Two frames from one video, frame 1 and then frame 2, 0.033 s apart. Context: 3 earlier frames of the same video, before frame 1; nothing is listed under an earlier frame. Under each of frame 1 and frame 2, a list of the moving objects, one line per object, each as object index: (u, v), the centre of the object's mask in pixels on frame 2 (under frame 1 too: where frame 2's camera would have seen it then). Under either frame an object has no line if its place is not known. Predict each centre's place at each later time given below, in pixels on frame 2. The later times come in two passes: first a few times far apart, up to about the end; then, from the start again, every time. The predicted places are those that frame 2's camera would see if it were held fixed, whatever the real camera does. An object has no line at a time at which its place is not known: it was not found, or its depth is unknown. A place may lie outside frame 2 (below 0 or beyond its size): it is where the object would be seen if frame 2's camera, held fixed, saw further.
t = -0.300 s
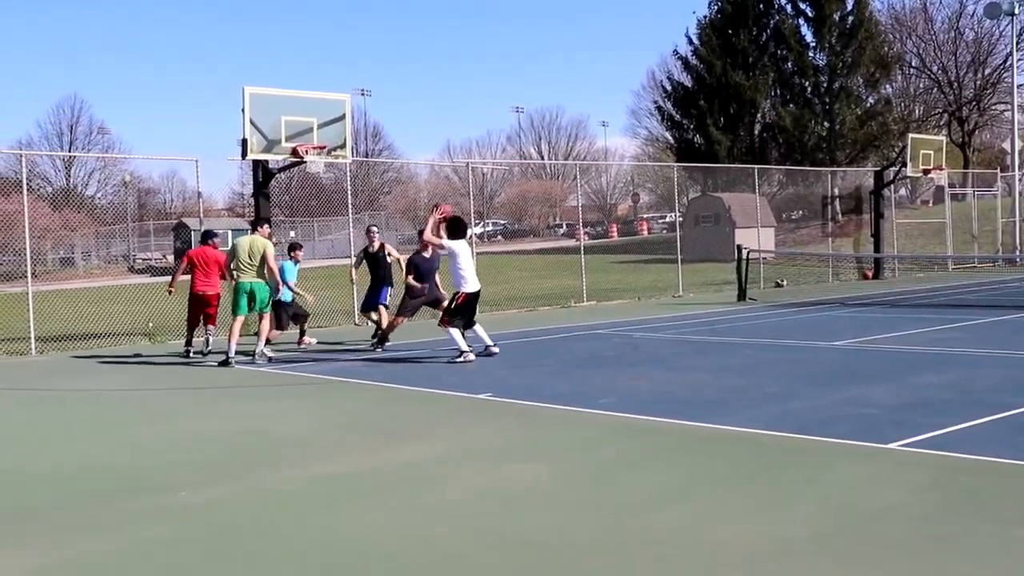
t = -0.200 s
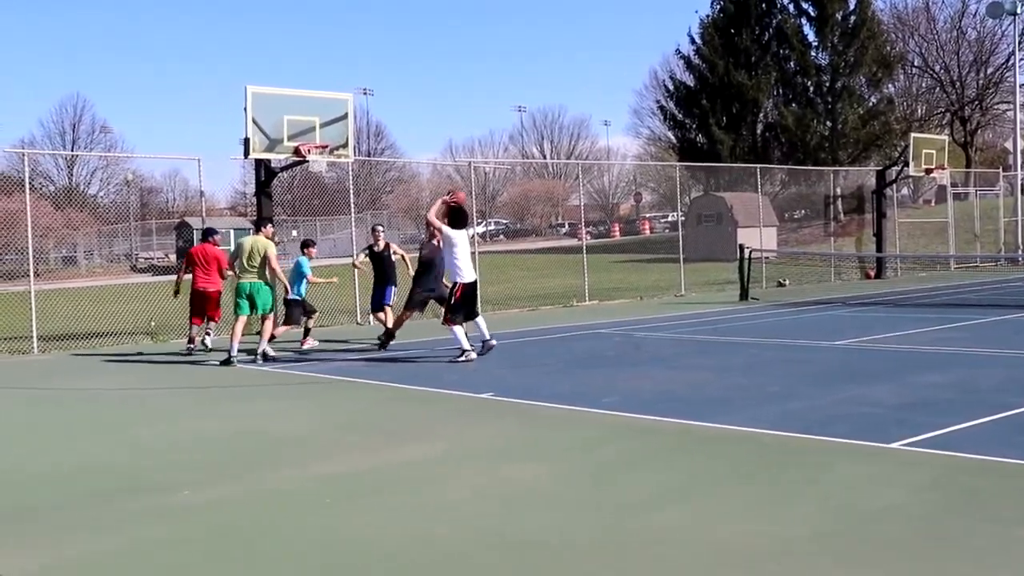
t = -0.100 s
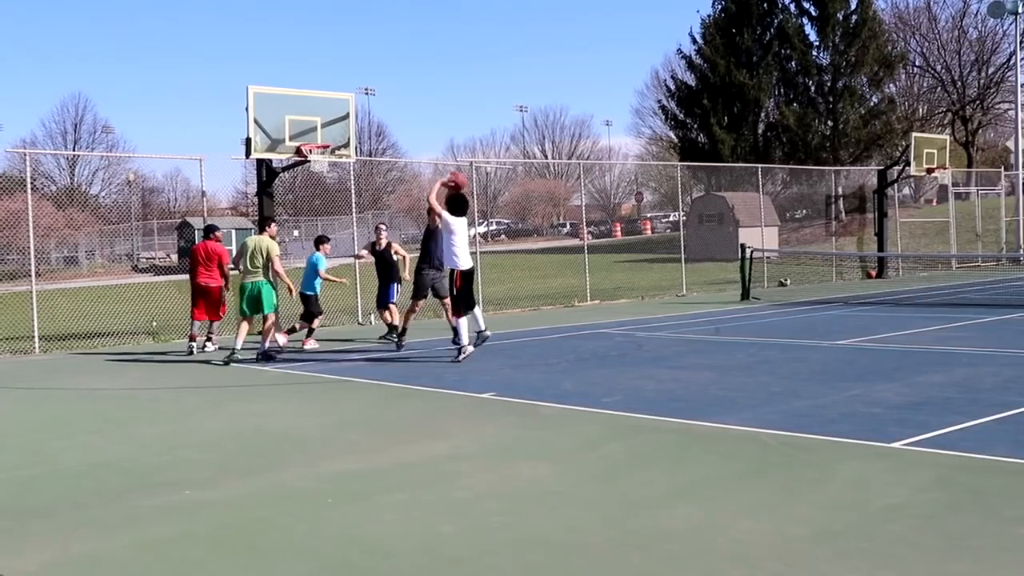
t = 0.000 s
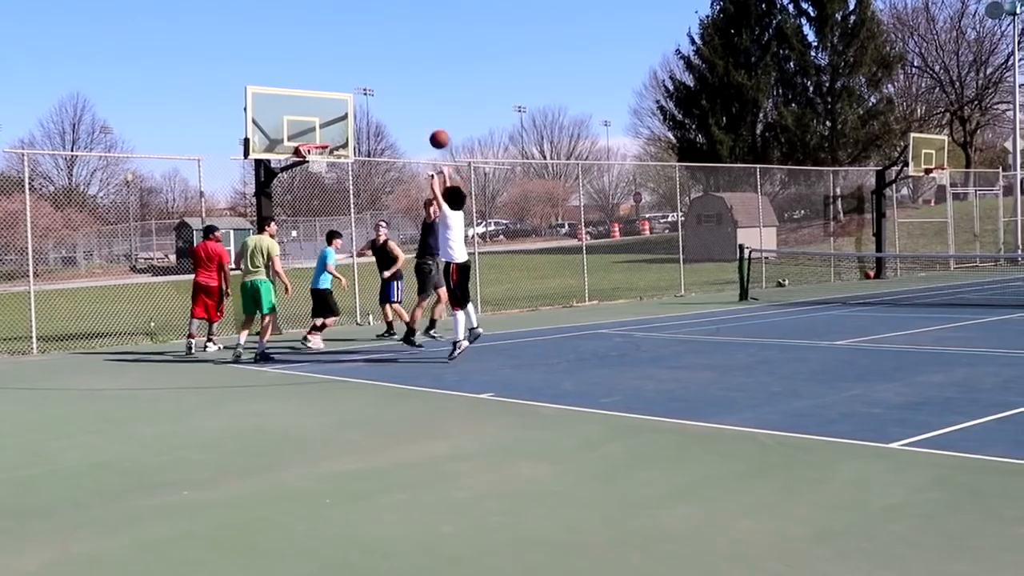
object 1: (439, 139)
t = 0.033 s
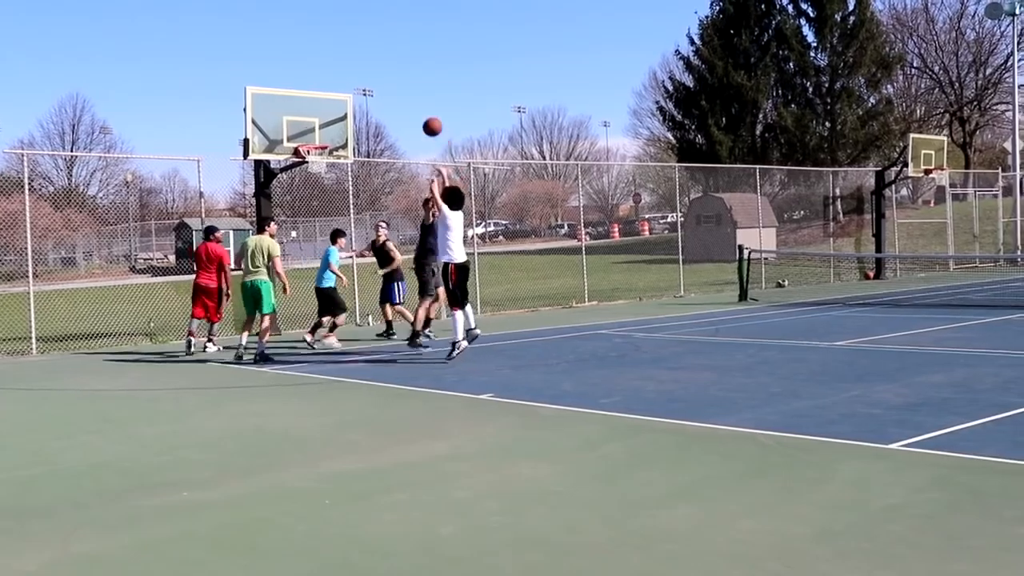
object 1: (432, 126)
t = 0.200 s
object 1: (403, 77)
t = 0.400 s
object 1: (371, 52)
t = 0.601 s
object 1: (345, 58)
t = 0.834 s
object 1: (318, 99)
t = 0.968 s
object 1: (305, 137)
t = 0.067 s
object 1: (426, 114)
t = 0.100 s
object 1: (420, 103)
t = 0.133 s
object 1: (414, 94)
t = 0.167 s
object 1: (408, 85)
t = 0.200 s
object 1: (403, 77)
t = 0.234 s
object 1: (397, 71)
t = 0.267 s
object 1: (391, 66)
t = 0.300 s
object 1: (386, 61)
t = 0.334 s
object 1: (381, 57)
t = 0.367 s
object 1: (376, 54)
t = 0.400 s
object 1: (371, 52)
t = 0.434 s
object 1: (367, 51)
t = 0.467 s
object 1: (362, 51)
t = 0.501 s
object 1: (358, 52)
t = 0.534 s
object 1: (353, 53)
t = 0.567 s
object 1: (349, 55)
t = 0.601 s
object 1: (345, 58)
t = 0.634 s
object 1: (341, 62)
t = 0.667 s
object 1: (337, 67)
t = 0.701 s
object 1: (333, 72)
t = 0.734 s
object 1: (329, 78)
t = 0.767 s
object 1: (326, 84)
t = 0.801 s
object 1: (322, 92)
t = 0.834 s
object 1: (318, 99)
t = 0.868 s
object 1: (315, 108)
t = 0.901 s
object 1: (312, 117)
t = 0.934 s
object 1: (308, 126)
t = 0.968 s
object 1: (305, 137)
